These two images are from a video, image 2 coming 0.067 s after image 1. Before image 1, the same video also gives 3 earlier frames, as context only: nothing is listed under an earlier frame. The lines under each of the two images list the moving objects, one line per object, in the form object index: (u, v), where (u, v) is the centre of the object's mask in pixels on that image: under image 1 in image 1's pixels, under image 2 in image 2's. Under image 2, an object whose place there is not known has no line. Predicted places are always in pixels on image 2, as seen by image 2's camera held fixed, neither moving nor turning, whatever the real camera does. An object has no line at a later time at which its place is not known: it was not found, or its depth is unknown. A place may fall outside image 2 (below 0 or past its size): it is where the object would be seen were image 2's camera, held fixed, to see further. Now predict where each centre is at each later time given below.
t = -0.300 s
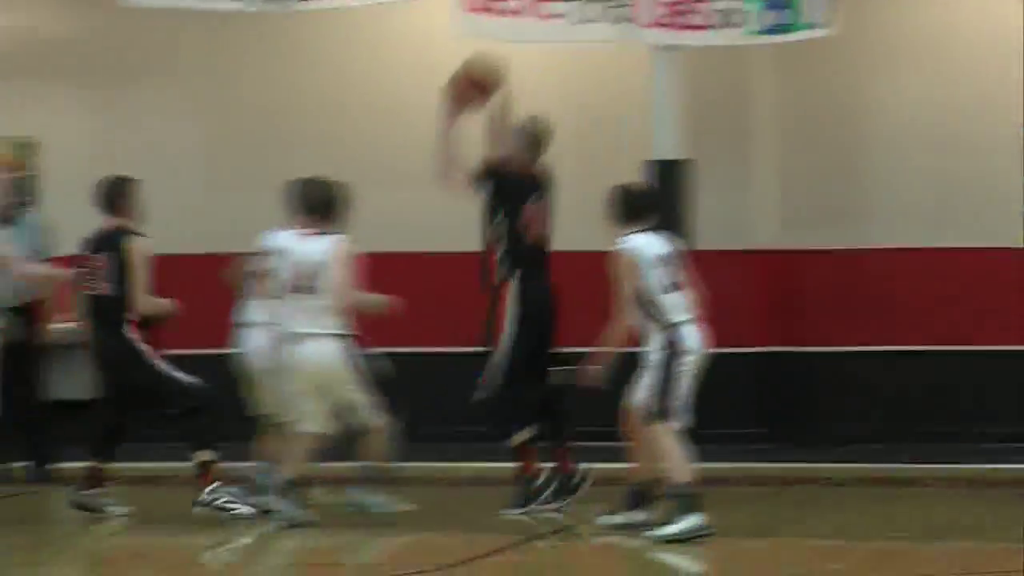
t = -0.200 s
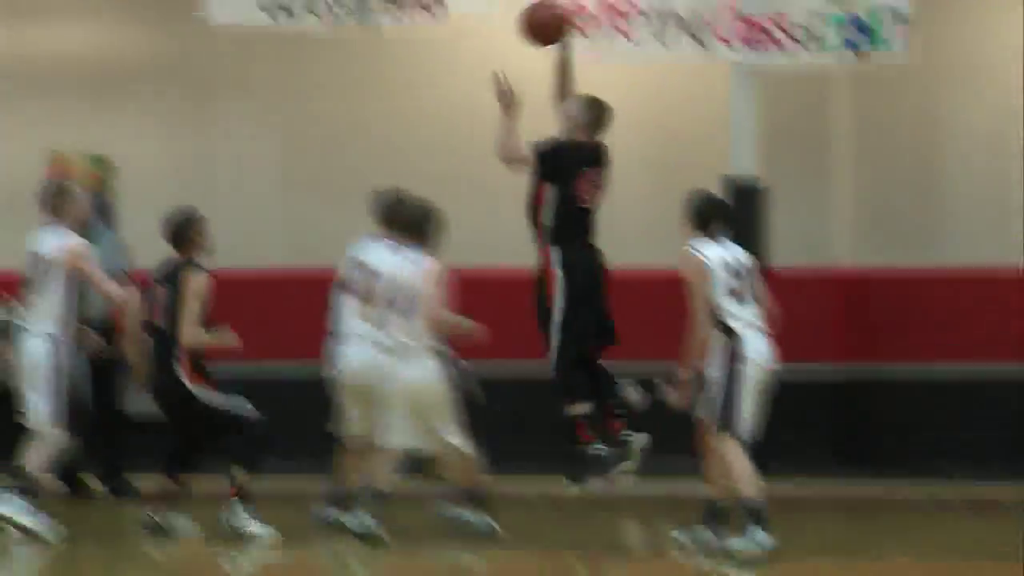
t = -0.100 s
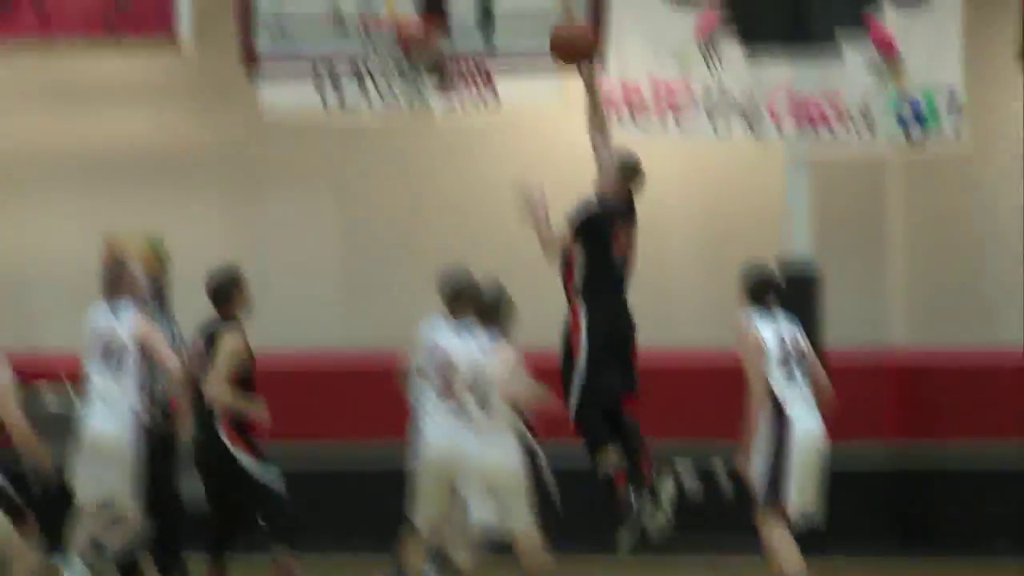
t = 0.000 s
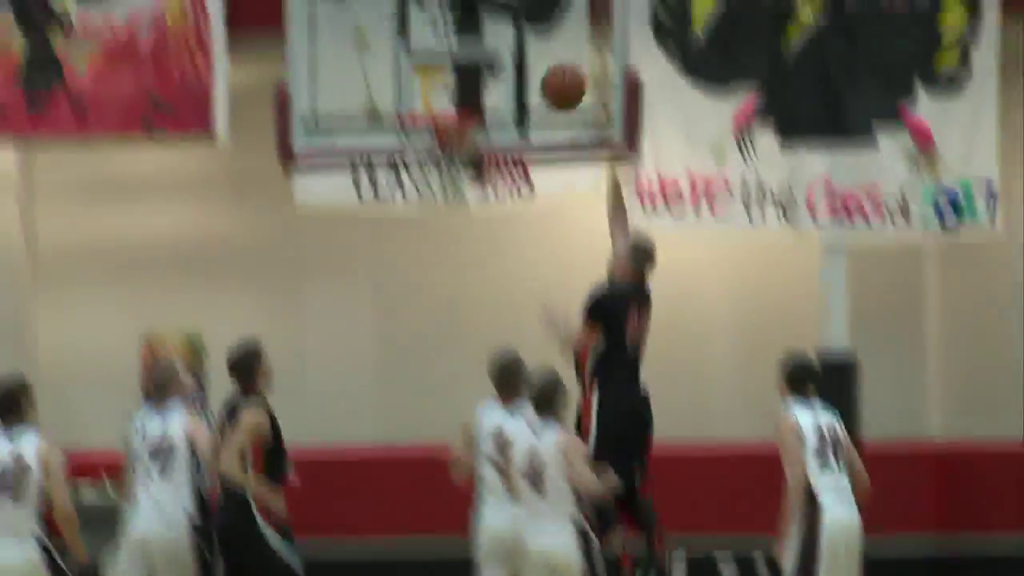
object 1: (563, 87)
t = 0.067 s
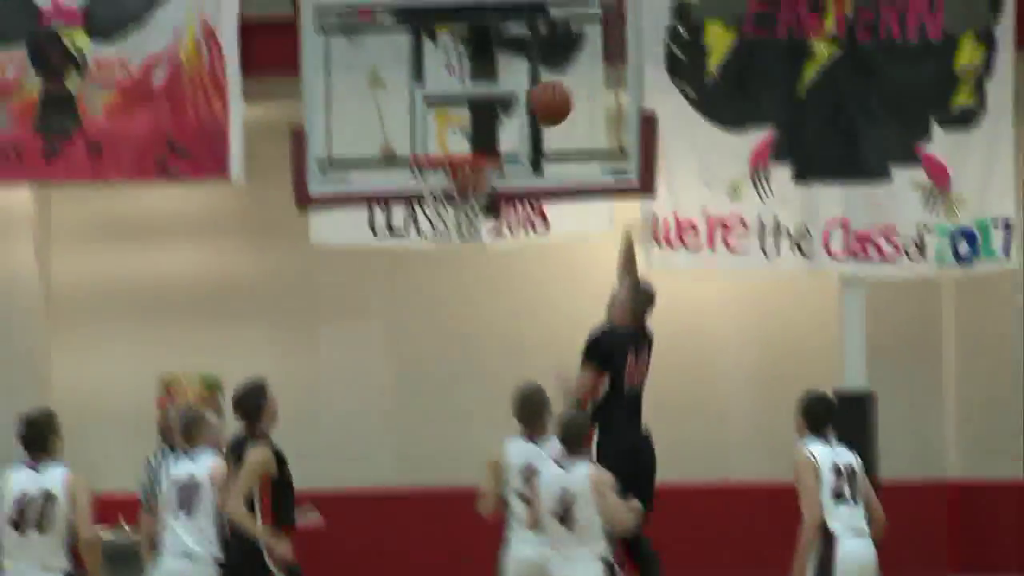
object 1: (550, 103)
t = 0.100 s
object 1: (535, 96)
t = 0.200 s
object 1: (503, 89)
